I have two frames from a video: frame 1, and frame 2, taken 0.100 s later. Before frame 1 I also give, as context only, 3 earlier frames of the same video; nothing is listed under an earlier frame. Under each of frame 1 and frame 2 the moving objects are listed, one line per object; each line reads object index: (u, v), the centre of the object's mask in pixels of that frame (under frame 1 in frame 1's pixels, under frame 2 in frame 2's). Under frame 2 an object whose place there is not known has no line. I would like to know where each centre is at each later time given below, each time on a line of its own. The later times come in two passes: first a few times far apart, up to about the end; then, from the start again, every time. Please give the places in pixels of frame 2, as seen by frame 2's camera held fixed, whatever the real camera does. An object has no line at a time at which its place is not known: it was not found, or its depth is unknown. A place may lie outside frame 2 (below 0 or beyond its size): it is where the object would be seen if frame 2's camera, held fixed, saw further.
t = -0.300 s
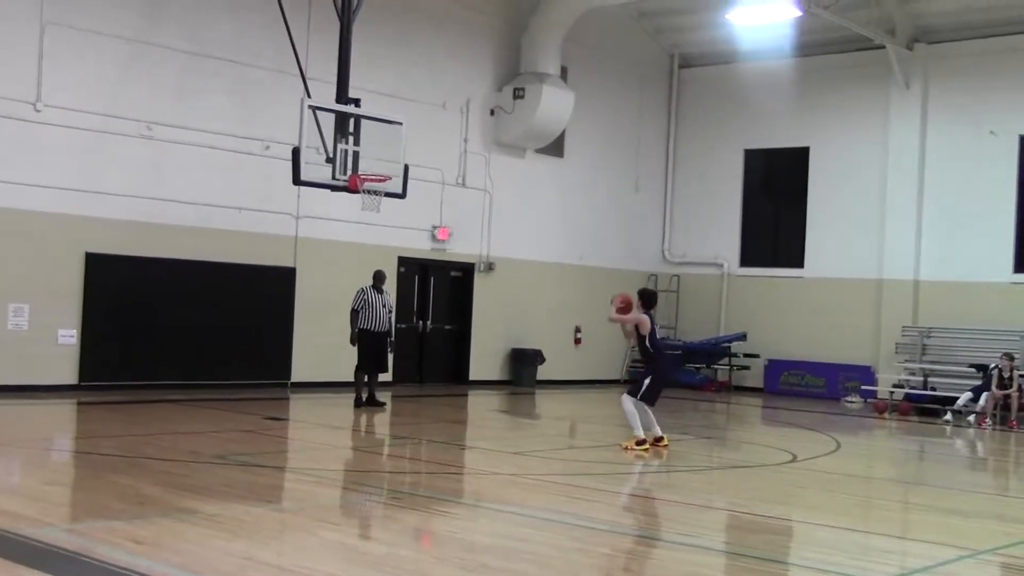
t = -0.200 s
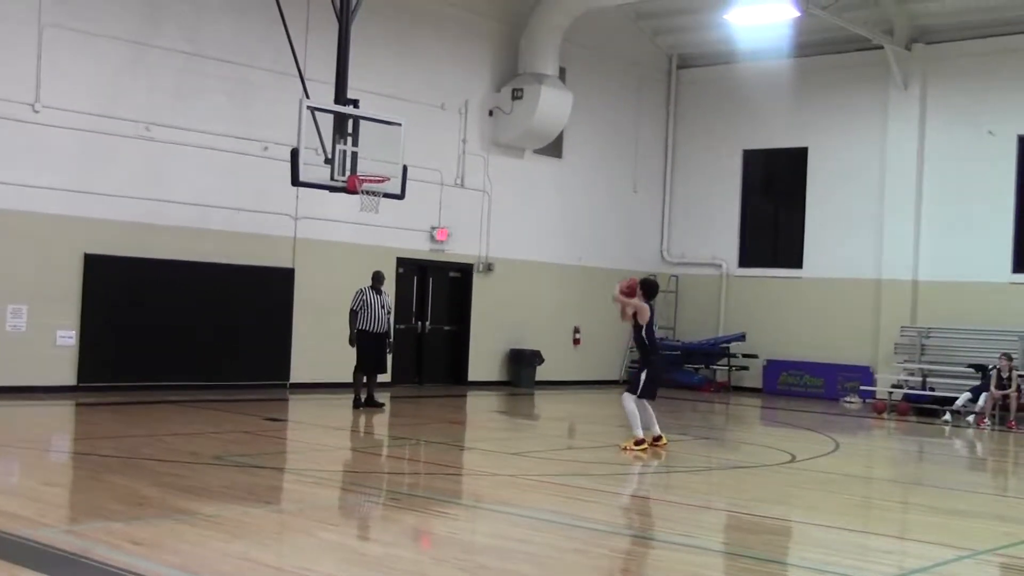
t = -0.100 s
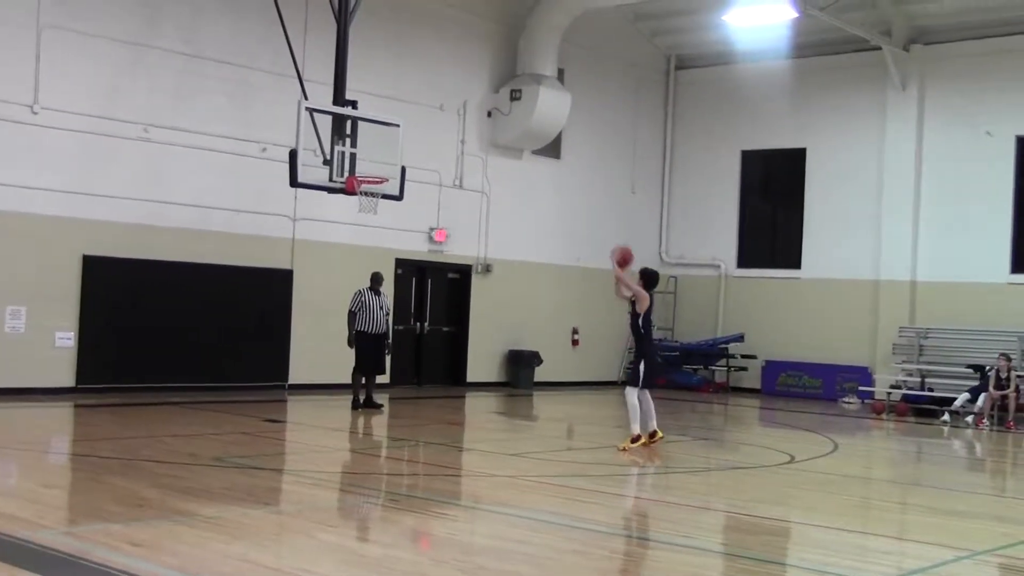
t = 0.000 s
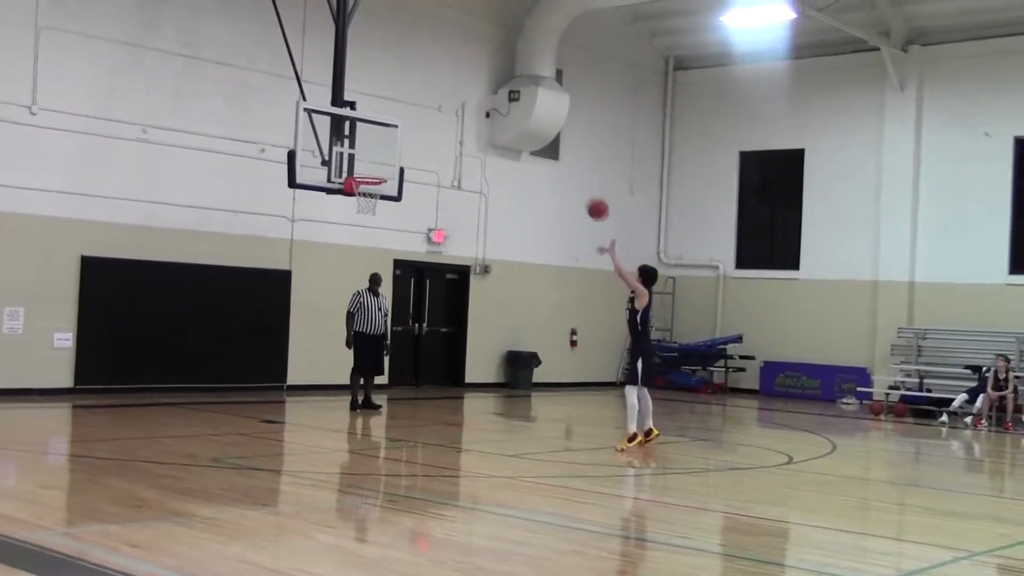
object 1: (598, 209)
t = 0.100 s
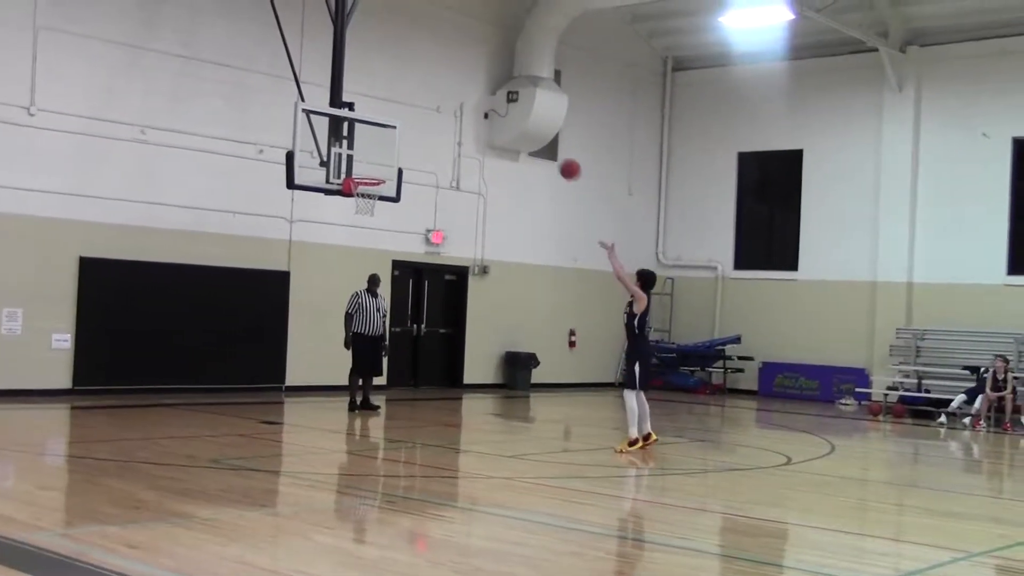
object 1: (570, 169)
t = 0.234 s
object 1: (535, 132)
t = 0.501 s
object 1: (470, 104)
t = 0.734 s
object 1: (416, 126)
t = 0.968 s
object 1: (367, 176)
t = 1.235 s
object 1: (354, 140)
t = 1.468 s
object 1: (353, 140)
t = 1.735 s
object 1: (347, 191)
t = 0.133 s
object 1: (561, 158)
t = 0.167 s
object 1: (553, 149)
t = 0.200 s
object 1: (544, 140)
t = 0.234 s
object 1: (535, 132)
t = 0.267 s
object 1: (527, 125)
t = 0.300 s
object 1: (518, 119)
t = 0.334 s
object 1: (510, 114)
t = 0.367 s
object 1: (502, 110)
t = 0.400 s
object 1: (494, 108)
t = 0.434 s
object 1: (485, 105)
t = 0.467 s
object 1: (477, 104)
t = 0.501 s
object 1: (470, 104)
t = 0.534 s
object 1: (461, 104)
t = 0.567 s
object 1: (454, 106)
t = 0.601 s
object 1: (446, 108)
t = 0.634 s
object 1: (439, 111)
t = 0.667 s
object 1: (431, 115)
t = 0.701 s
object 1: (424, 120)
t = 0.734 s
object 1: (416, 126)
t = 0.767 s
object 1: (410, 132)
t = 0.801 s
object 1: (403, 138)
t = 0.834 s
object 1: (396, 146)
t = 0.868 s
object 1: (388, 155)
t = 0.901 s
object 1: (381, 164)
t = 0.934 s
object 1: (374, 173)
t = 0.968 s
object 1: (367, 176)
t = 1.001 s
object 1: (360, 175)
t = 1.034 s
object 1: (354, 171)
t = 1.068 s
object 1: (355, 164)
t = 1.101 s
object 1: (355, 157)
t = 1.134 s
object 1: (355, 152)
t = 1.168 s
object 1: (354, 147)
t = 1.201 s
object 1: (354, 143)
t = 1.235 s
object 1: (354, 140)
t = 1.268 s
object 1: (354, 138)
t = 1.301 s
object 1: (354, 136)
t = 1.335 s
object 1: (354, 135)
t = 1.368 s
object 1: (354, 135)
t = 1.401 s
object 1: (353, 136)
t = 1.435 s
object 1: (353, 138)
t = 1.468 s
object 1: (353, 140)
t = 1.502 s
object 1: (352, 143)
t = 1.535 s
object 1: (352, 148)
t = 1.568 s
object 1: (351, 153)
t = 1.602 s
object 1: (351, 159)
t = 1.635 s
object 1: (351, 167)
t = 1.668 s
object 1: (351, 174)
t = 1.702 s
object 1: (349, 185)
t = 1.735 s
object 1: (347, 191)
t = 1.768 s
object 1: (348, 205)
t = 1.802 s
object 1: (346, 217)
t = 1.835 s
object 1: (345, 229)
